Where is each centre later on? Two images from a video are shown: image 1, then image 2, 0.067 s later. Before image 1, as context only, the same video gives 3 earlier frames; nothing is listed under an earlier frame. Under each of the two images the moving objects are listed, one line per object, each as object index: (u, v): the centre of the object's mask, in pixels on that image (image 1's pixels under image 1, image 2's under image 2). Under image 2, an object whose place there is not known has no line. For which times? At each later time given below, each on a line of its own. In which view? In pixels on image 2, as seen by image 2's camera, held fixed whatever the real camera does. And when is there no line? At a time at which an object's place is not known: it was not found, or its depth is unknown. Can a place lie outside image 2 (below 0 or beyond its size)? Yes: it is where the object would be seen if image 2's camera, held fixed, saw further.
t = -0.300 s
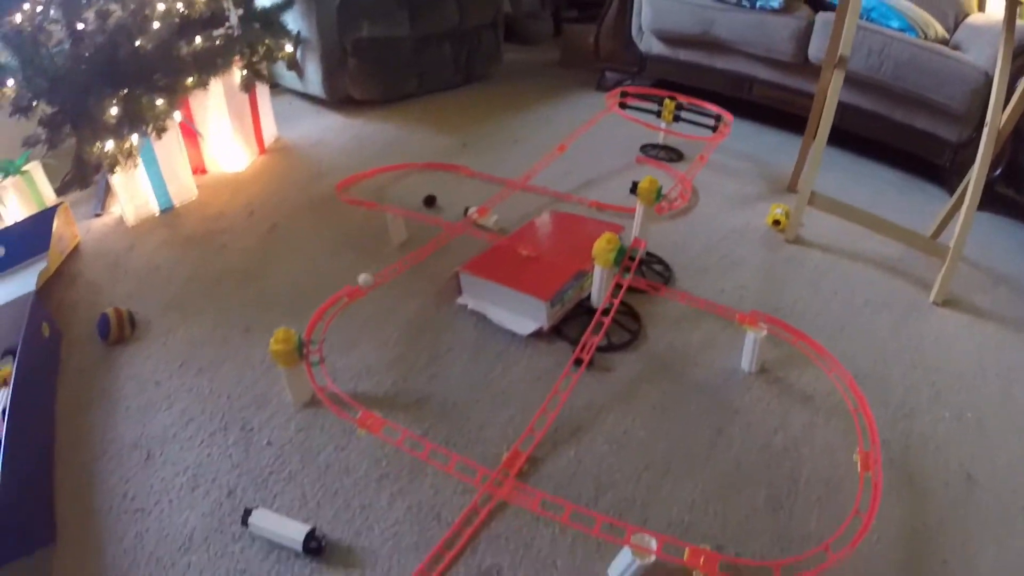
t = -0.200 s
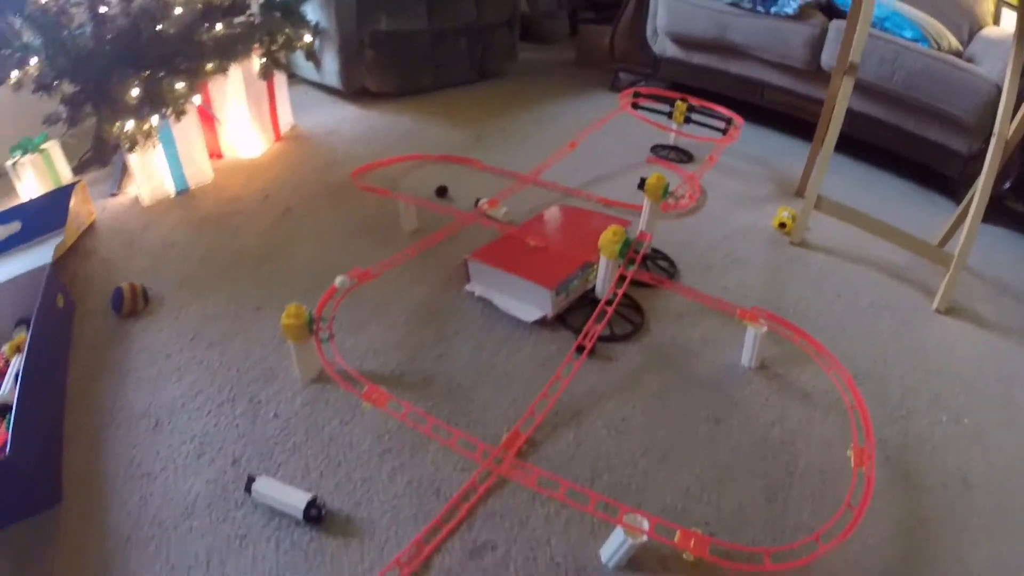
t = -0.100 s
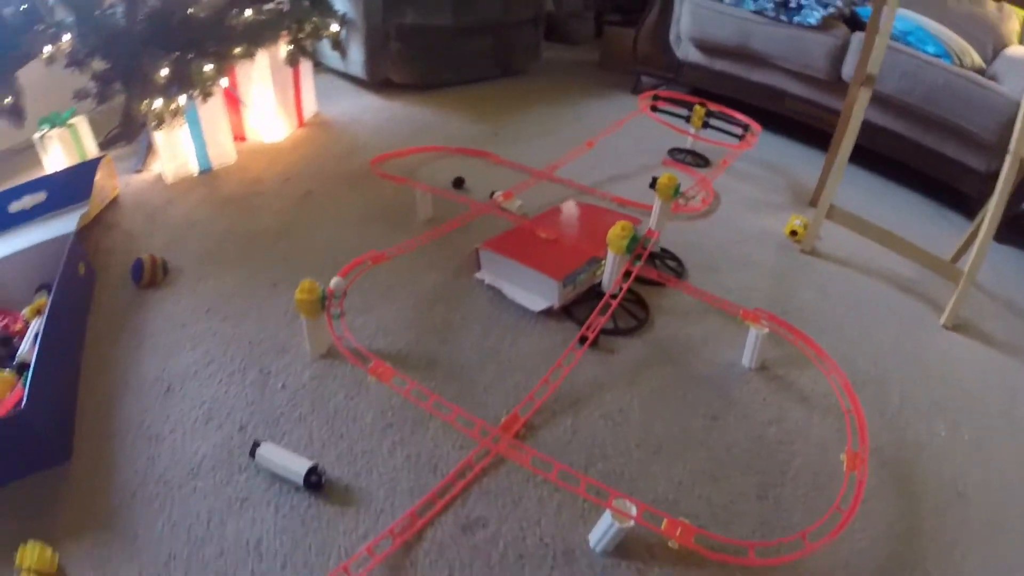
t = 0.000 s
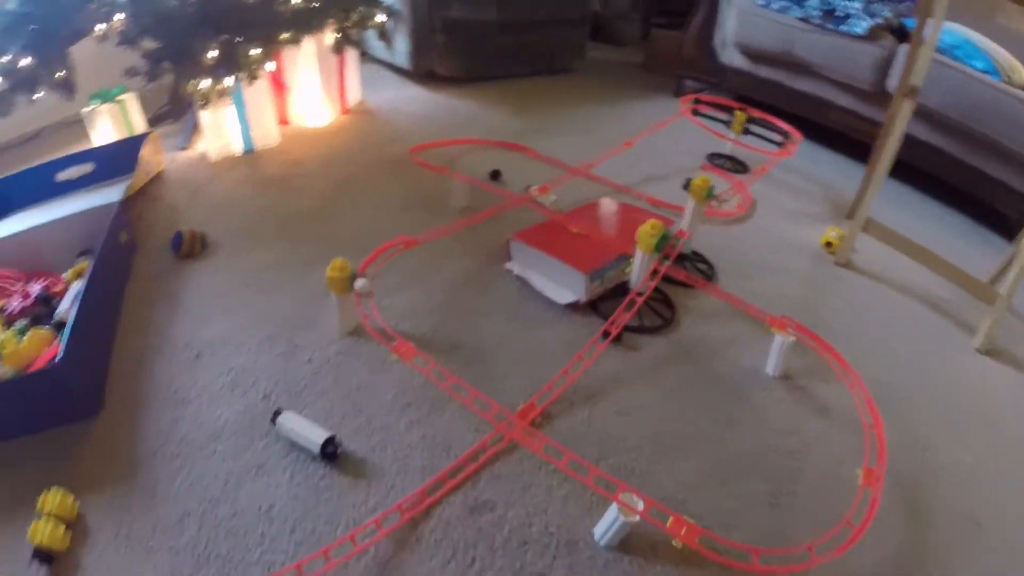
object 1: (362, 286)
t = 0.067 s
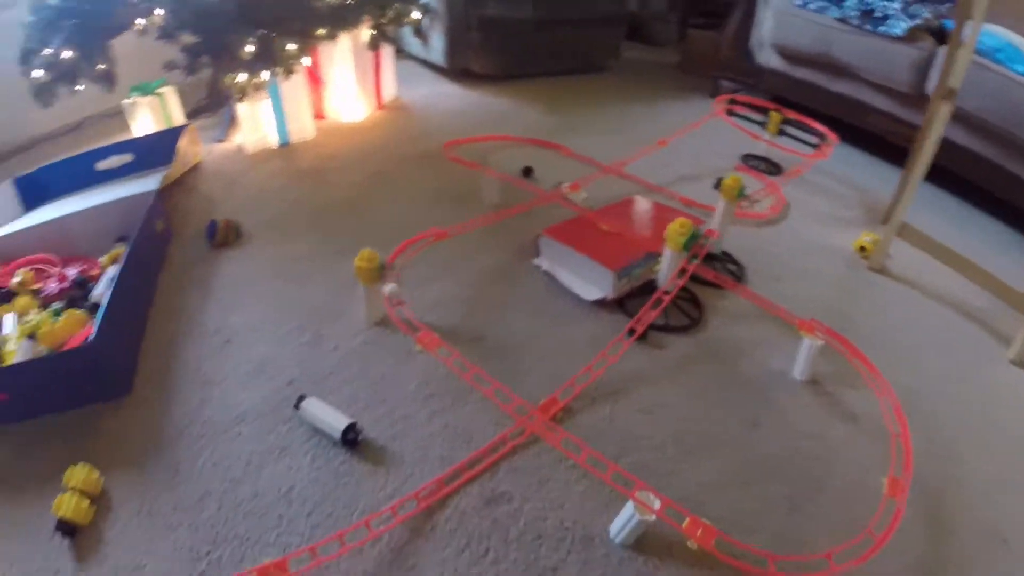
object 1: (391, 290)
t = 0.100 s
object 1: (394, 296)
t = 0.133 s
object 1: (399, 304)
